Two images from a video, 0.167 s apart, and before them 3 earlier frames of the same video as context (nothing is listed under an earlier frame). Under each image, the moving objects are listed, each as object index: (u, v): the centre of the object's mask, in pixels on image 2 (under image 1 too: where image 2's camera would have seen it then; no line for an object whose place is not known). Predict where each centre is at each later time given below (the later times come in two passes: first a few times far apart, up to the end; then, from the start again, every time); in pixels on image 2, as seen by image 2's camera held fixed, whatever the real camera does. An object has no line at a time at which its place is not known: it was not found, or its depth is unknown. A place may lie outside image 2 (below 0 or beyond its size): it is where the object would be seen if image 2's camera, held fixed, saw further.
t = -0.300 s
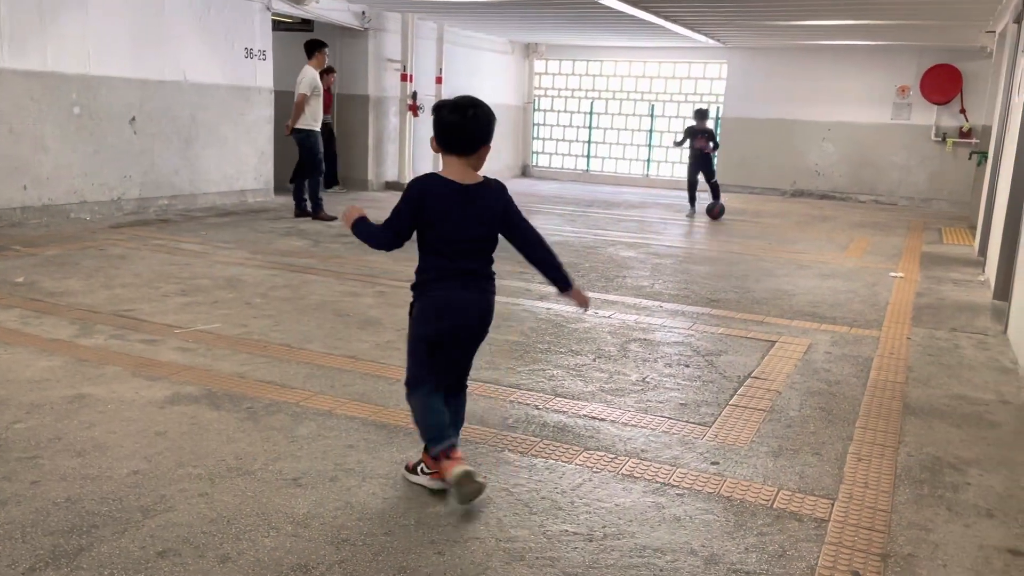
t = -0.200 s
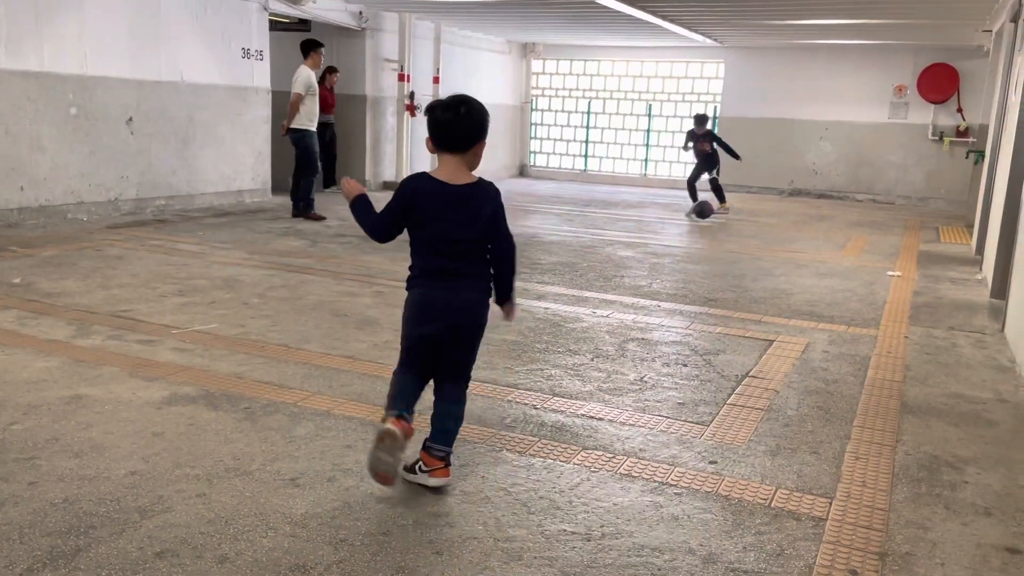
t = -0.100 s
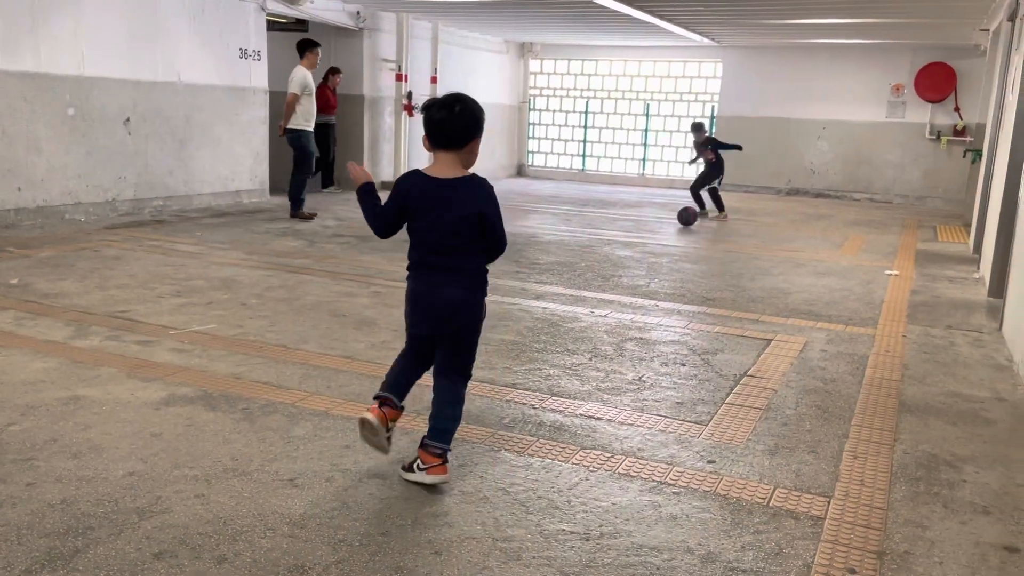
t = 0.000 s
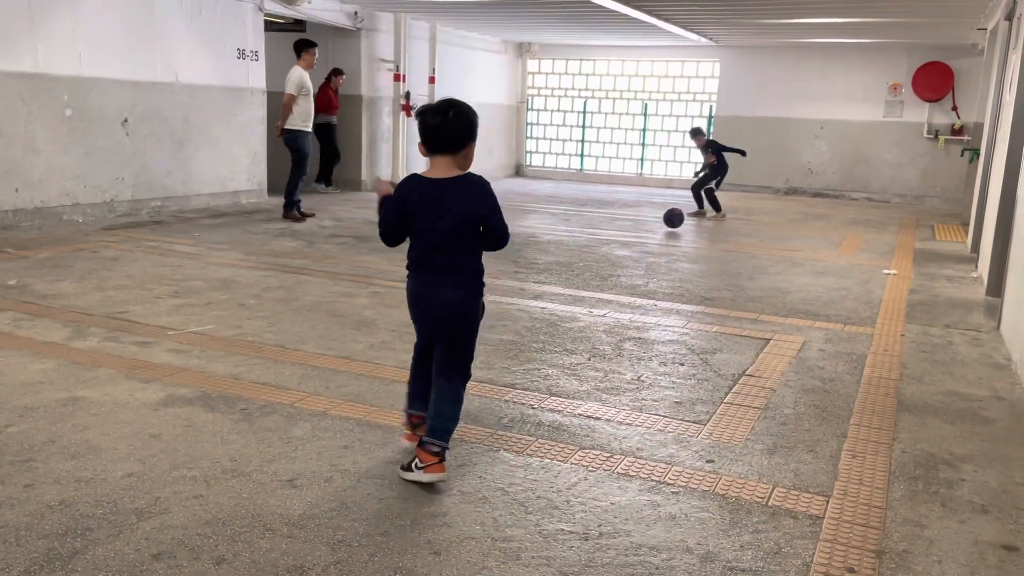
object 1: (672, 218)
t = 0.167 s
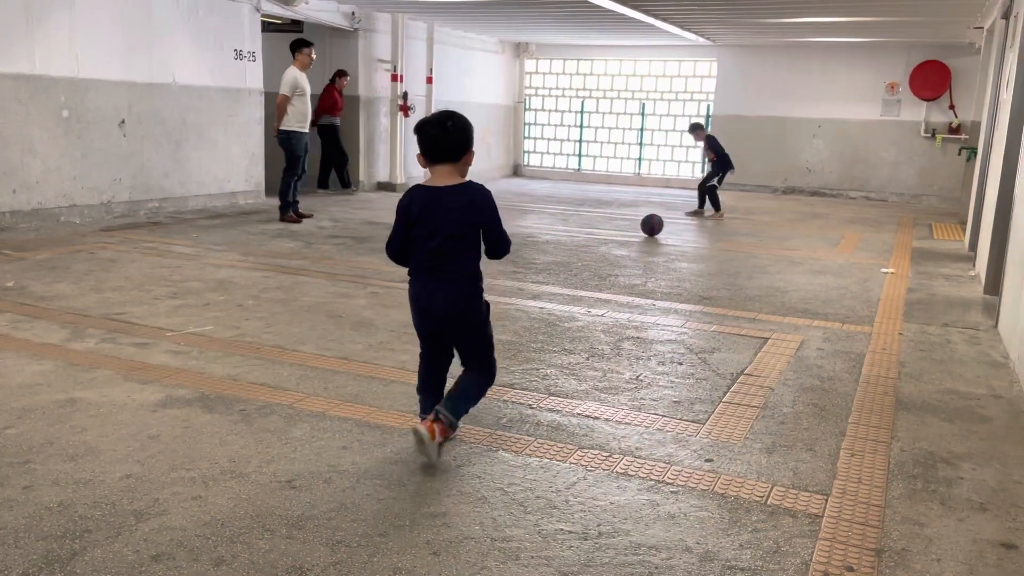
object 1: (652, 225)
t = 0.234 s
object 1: (646, 227)
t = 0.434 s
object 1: (628, 234)
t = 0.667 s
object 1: (605, 241)
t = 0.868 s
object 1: (582, 250)
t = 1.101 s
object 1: (548, 259)
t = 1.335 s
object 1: (509, 269)
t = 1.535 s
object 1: (467, 280)
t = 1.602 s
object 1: (453, 281)
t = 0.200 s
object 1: (649, 225)
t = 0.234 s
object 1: (646, 227)
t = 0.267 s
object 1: (642, 228)
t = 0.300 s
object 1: (640, 228)
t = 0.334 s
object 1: (637, 229)
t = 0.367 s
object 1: (634, 231)
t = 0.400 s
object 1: (632, 232)
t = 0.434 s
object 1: (628, 234)
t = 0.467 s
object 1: (625, 235)
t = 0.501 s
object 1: (622, 236)
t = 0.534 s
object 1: (619, 238)
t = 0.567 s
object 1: (616, 238)
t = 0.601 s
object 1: (612, 239)
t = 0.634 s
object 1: (609, 241)
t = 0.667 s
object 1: (605, 241)
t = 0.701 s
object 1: (602, 243)
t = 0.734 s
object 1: (598, 244)
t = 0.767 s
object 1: (594, 245)
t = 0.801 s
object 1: (590, 247)
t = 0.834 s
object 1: (586, 249)
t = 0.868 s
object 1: (582, 250)
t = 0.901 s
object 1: (578, 251)
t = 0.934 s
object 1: (573, 253)
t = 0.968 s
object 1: (568, 253)
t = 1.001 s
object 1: (564, 254)
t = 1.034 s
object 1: (559, 256)
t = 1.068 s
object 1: (554, 257)
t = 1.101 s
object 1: (548, 259)
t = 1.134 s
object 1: (544, 259)
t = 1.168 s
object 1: (538, 261)
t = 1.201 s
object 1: (532, 262)
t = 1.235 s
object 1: (527, 264)
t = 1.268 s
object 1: (521, 266)
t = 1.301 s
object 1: (514, 267)
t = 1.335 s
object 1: (509, 269)
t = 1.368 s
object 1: (502, 271)
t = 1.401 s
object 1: (496, 272)
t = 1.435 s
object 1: (489, 274)
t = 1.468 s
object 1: (482, 277)
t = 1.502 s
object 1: (475, 278)
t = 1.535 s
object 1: (467, 280)
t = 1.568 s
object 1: (460, 281)
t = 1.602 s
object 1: (453, 281)
